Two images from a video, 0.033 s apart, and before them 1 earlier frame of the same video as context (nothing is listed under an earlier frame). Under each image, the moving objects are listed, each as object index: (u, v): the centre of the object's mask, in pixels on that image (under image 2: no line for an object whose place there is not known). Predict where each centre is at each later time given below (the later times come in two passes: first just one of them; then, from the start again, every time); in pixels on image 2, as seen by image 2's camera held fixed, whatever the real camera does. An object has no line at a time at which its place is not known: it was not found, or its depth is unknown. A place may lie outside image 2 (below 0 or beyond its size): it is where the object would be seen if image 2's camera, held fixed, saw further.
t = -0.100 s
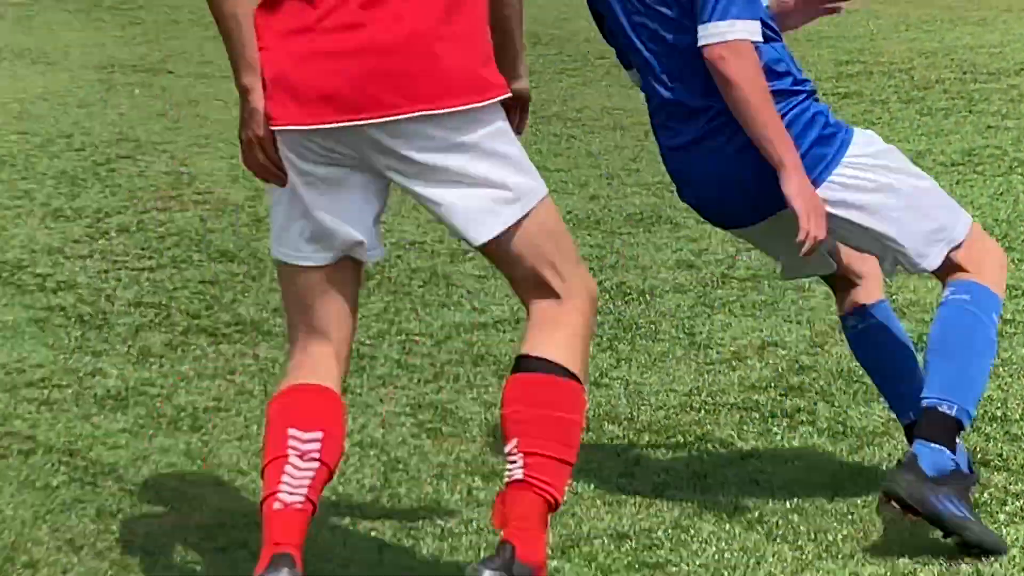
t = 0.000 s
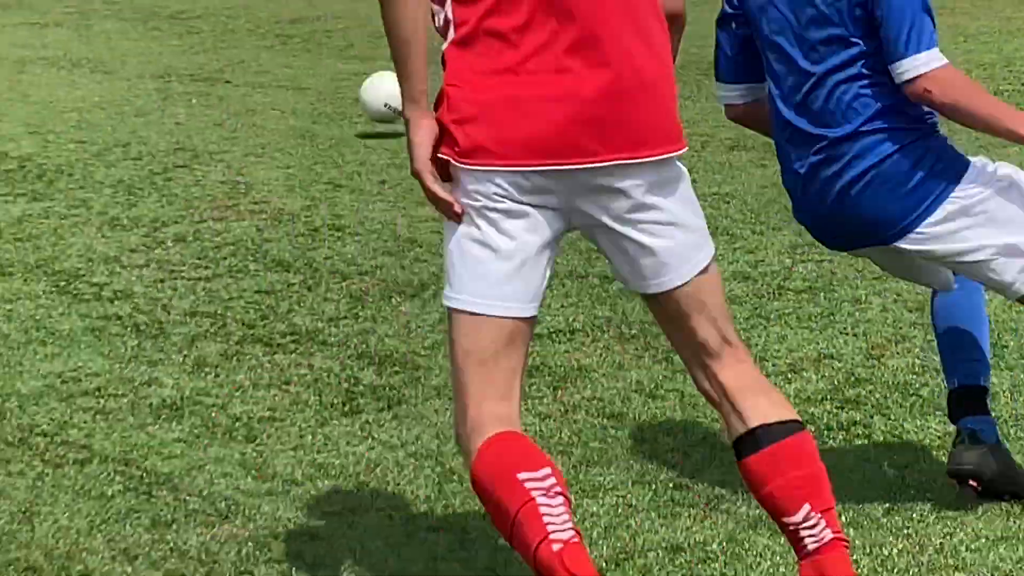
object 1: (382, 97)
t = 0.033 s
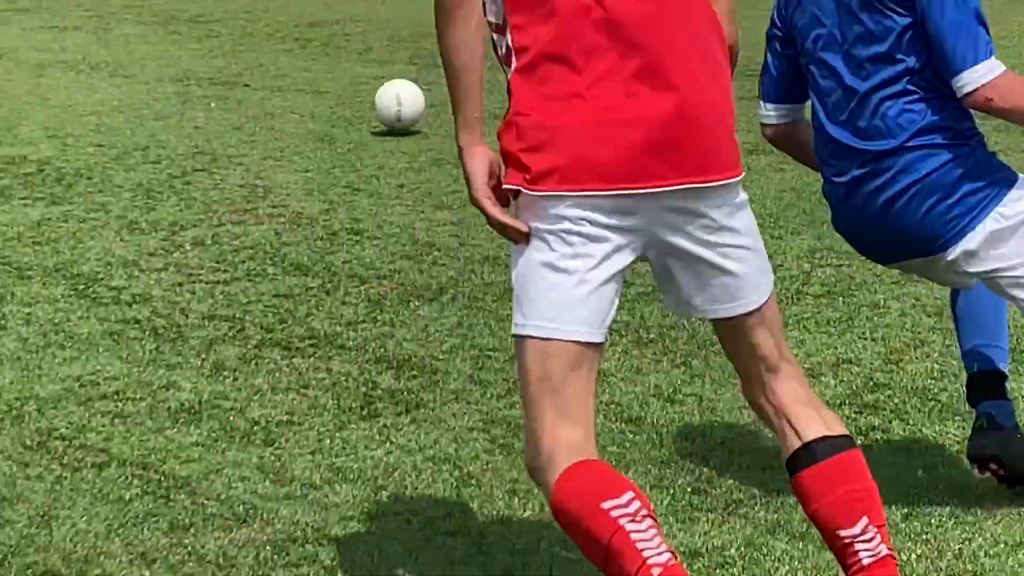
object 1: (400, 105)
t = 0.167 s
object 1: (370, 78)
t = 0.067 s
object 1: (395, 106)
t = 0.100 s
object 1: (386, 95)
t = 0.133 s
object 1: (377, 85)
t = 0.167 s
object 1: (370, 78)
